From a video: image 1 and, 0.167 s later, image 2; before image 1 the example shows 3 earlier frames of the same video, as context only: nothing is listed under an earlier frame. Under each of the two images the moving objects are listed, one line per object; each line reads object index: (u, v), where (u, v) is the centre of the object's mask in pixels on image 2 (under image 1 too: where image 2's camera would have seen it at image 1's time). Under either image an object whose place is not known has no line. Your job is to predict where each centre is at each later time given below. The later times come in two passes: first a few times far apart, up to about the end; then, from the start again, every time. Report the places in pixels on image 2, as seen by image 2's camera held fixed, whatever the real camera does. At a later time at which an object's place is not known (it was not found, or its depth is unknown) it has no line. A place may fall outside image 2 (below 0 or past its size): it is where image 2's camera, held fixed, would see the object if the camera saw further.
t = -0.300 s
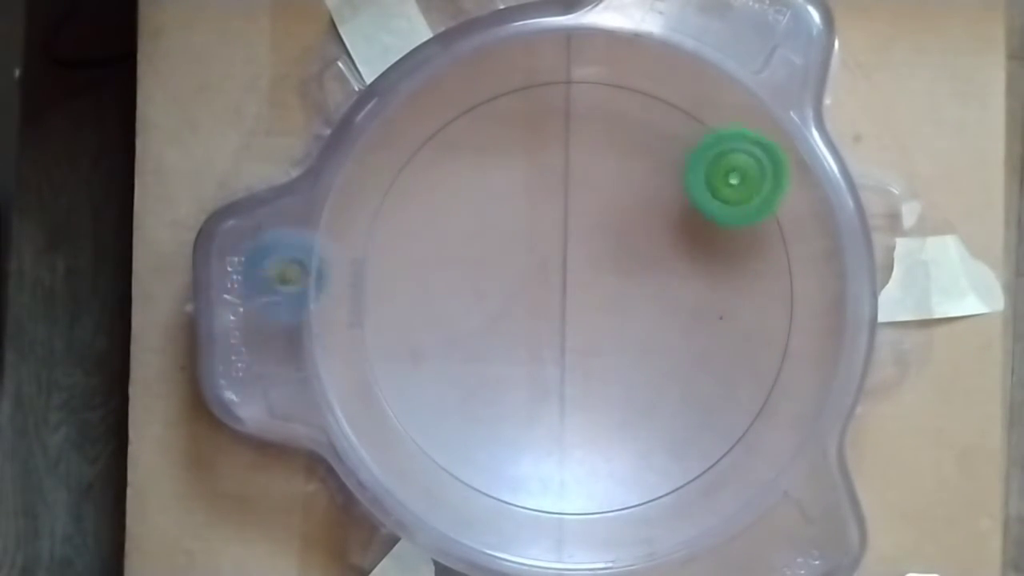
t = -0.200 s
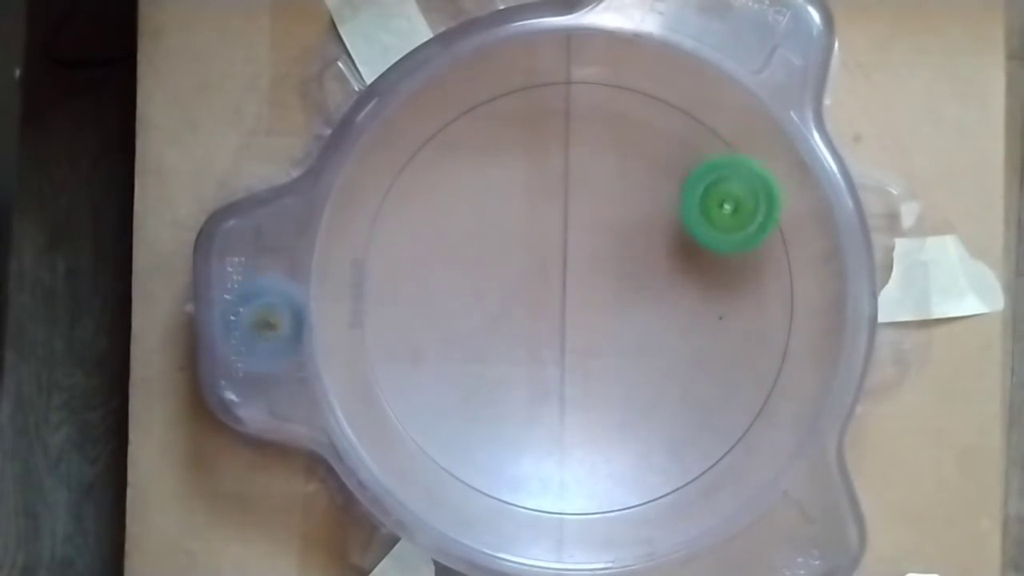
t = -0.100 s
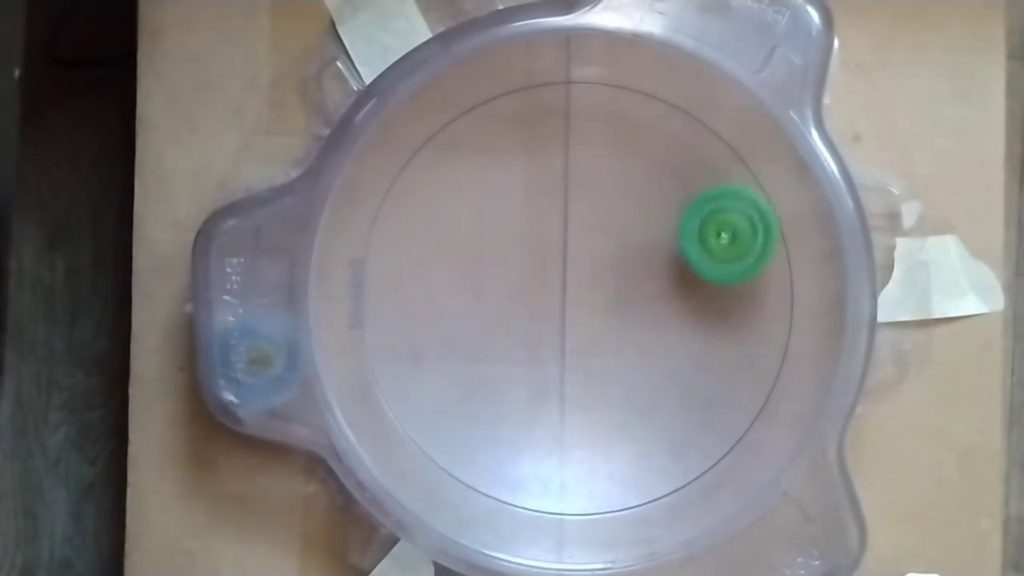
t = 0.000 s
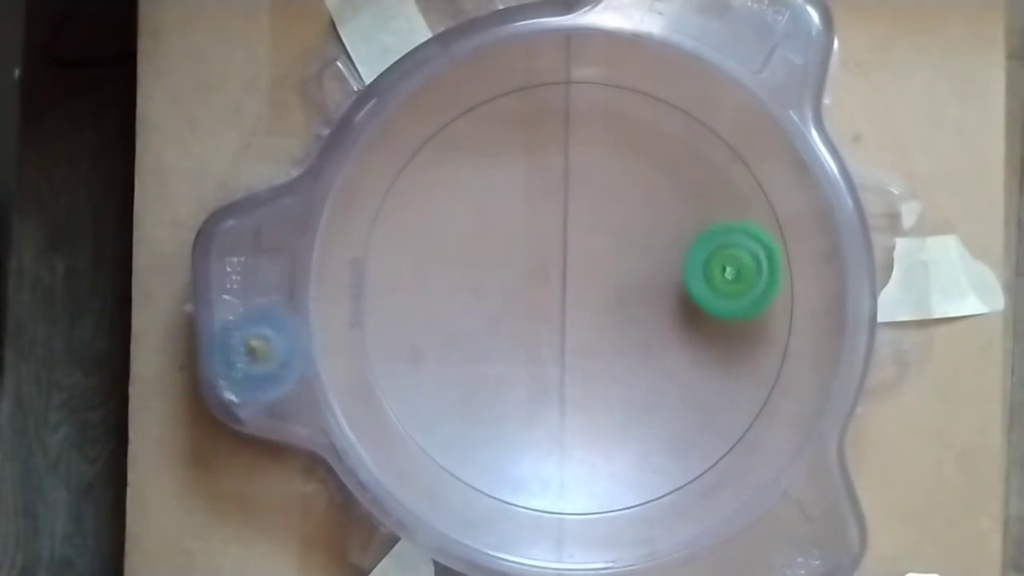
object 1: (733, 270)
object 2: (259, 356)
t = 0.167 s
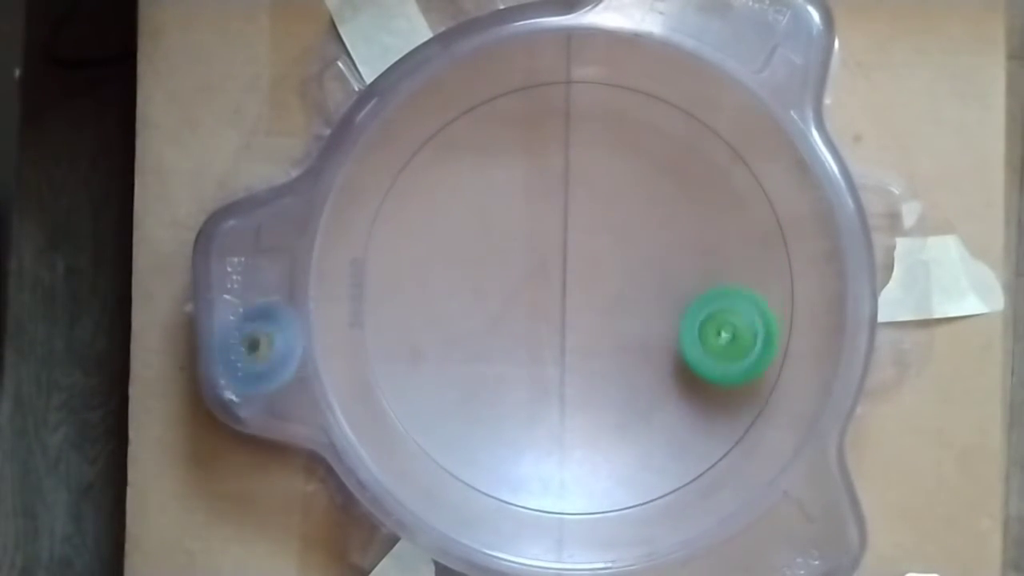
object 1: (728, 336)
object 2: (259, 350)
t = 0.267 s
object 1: (717, 370)
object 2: (254, 335)
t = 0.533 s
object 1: (640, 426)
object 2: (248, 283)
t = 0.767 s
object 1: (547, 431)
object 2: (258, 263)
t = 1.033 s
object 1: (471, 381)
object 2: (263, 265)
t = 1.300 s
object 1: (451, 284)
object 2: (253, 273)
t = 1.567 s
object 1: (484, 204)
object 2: (253, 278)
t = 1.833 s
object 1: (569, 185)
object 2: (251, 267)
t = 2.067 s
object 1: (661, 202)
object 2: (266, 263)
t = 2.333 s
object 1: (695, 256)
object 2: (253, 262)
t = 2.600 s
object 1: (668, 358)
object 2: (243, 270)
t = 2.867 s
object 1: (624, 410)
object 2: (245, 269)
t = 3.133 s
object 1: (533, 379)
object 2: (244, 267)
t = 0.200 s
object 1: (725, 348)
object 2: (259, 349)
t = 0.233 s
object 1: (722, 360)
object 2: (260, 339)
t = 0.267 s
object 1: (717, 370)
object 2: (254, 335)
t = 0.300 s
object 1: (711, 379)
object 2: (254, 329)
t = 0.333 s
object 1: (704, 388)
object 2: (250, 323)
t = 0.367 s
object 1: (696, 396)
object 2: (255, 305)
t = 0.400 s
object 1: (686, 404)
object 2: (253, 291)
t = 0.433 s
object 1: (676, 411)
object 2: (250, 273)
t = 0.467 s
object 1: (665, 416)
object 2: (248, 263)
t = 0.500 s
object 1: (653, 422)
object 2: (248, 271)
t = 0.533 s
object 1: (640, 426)
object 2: (248, 283)
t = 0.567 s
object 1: (626, 430)
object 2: (253, 291)
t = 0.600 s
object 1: (613, 434)
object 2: (254, 295)
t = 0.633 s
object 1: (598, 435)
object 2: (254, 294)
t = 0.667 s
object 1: (585, 436)
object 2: (253, 289)
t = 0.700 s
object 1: (573, 436)
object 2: (252, 280)
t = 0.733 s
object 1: (560, 434)
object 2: (254, 269)
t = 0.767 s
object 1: (547, 431)
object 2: (258, 263)
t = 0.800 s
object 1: (536, 428)
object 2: (261, 260)
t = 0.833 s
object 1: (524, 425)
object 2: (263, 257)
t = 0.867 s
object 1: (513, 419)
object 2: (264, 257)
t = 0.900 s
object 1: (502, 412)
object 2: (265, 257)
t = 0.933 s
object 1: (493, 406)
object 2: (264, 263)
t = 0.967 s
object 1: (484, 399)
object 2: (265, 264)
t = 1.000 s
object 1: (478, 391)
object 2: (266, 264)
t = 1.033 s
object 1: (471, 381)
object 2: (263, 265)
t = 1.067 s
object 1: (466, 370)
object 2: (259, 266)
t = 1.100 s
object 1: (461, 359)
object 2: (257, 271)
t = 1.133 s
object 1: (457, 348)
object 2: (258, 274)
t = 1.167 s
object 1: (454, 336)
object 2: (258, 275)
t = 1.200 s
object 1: (453, 322)
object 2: (259, 274)
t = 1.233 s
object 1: (451, 310)
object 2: (259, 272)
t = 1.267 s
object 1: (451, 297)
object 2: (258, 272)
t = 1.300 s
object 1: (451, 284)
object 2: (253, 273)
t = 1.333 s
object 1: (452, 272)
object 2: (251, 276)
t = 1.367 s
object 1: (454, 260)
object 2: (251, 280)
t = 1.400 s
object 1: (456, 248)
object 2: (252, 281)
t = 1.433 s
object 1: (459, 238)
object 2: (253, 283)
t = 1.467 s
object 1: (464, 228)
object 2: (255, 283)
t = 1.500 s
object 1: (470, 219)
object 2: (254, 280)
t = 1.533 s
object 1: (476, 211)
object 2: (255, 279)
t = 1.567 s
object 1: (484, 204)
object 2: (253, 278)
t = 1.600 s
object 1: (492, 198)
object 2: (251, 281)
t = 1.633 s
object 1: (501, 192)
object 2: (249, 278)
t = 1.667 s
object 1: (511, 189)
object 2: (251, 279)
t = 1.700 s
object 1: (521, 187)
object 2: (253, 279)
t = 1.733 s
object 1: (532, 185)
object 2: (254, 278)
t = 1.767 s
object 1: (544, 184)
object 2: (255, 275)
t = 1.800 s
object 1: (556, 184)
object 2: (255, 269)
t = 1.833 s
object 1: (569, 185)
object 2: (251, 267)
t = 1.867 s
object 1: (583, 187)
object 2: (249, 264)
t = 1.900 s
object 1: (596, 189)
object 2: (249, 261)
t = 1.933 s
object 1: (610, 191)
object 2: (253, 260)
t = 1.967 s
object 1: (623, 193)
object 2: (259, 259)
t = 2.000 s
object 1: (637, 196)
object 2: (262, 263)
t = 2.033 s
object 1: (650, 199)
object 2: (265, 262)
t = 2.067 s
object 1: (661, 202)
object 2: (266, 263)
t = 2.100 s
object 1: (671, 207)
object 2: (265, 263)
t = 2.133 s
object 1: (680, 212)
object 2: (266, 263)
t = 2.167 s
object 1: (686, 216)
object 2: (266, 261)
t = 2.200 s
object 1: (690, 222)
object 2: (264, 262)
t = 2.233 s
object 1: (693, 229)
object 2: (261, 262)
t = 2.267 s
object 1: (695, 237)
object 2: (258, 260)
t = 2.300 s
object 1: (696, 245)
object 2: (256, 261)
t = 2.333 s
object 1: (695, 256)
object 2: (253, 262)
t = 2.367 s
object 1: (694, 267)
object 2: (248, 263)
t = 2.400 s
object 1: (692, 279)
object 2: (244, 265)
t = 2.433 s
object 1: (689, 292)
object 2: (242, 267)
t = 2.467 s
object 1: (685, 305)
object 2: (243, 266)
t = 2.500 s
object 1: (681, 319)
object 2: (243, 267)
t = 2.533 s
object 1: (676, 331)
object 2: (243, 268)
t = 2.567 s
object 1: (672, 345)
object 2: (244, 269)
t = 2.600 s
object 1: (668, 358)
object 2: (243, 270)
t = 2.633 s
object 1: (664, 370)
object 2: (244, 270)
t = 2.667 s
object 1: (659, 380)
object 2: (244, 270)
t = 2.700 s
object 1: (654, 389)
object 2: (244, 270)
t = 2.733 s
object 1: (650, 397)
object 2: (244, 271)
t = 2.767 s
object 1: (644, 403)
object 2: (245, 271)
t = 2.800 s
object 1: (639, 407)
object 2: (245, 271)
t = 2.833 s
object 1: (631, 410)
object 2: (244, 270)
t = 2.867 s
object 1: (624, 410)
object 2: (245, 269)
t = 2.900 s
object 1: (615, 409)
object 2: (244, 267)
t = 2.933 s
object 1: (605, 407)
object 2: (243, 270)
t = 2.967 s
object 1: (594, 404)
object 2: (245, 267)
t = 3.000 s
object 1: (583, 401)
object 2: (245, 266)
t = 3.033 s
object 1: (570, 395)
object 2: (245, 266)
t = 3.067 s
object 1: (558, 391)
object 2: (244, 266)
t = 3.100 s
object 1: (545, 385)
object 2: (244, 266)
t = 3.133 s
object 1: (533, 379)
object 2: (244, 267)
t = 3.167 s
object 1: (522, 374)
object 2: (245, 267)
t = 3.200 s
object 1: (510, 367)
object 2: (245, 267)
